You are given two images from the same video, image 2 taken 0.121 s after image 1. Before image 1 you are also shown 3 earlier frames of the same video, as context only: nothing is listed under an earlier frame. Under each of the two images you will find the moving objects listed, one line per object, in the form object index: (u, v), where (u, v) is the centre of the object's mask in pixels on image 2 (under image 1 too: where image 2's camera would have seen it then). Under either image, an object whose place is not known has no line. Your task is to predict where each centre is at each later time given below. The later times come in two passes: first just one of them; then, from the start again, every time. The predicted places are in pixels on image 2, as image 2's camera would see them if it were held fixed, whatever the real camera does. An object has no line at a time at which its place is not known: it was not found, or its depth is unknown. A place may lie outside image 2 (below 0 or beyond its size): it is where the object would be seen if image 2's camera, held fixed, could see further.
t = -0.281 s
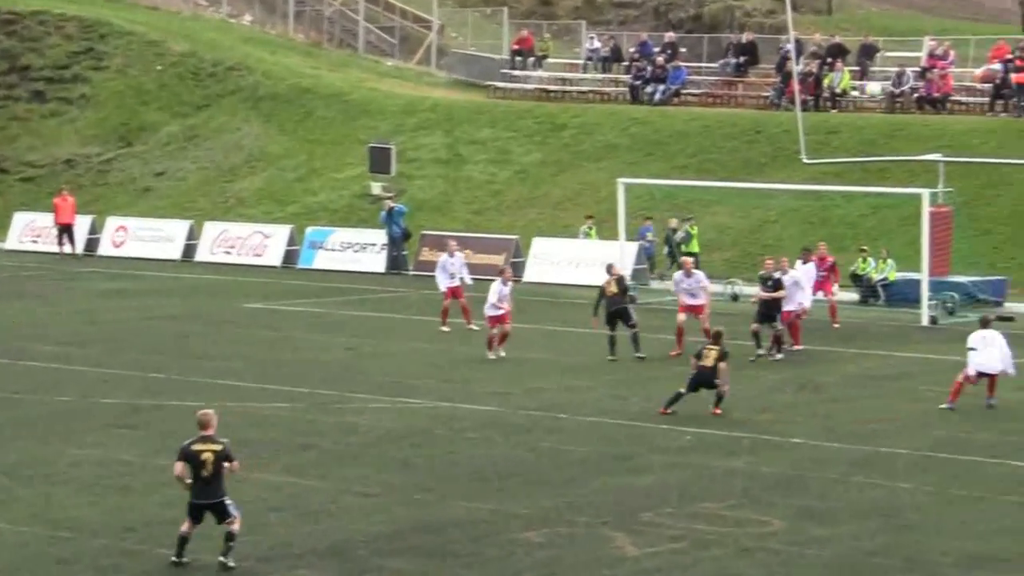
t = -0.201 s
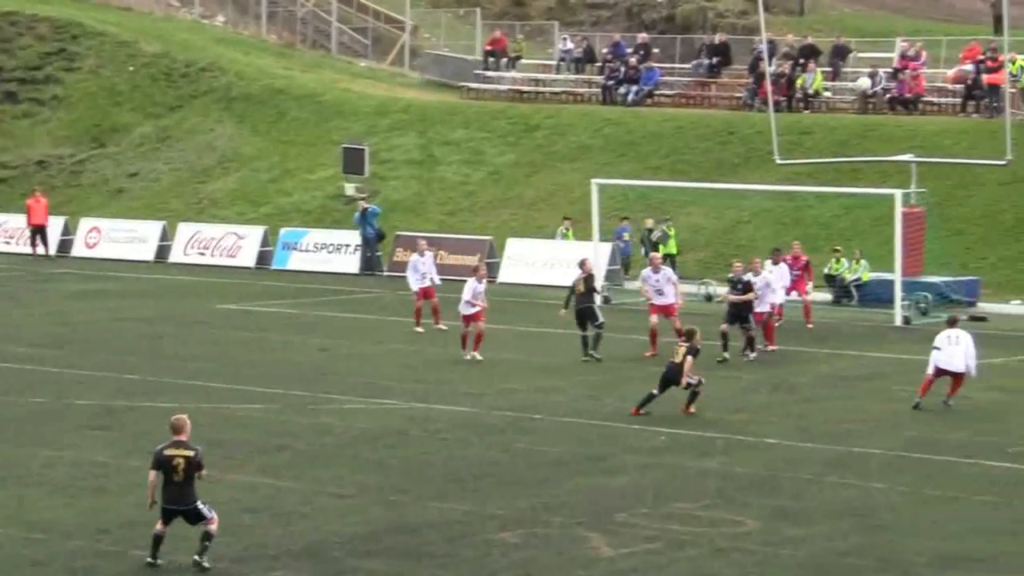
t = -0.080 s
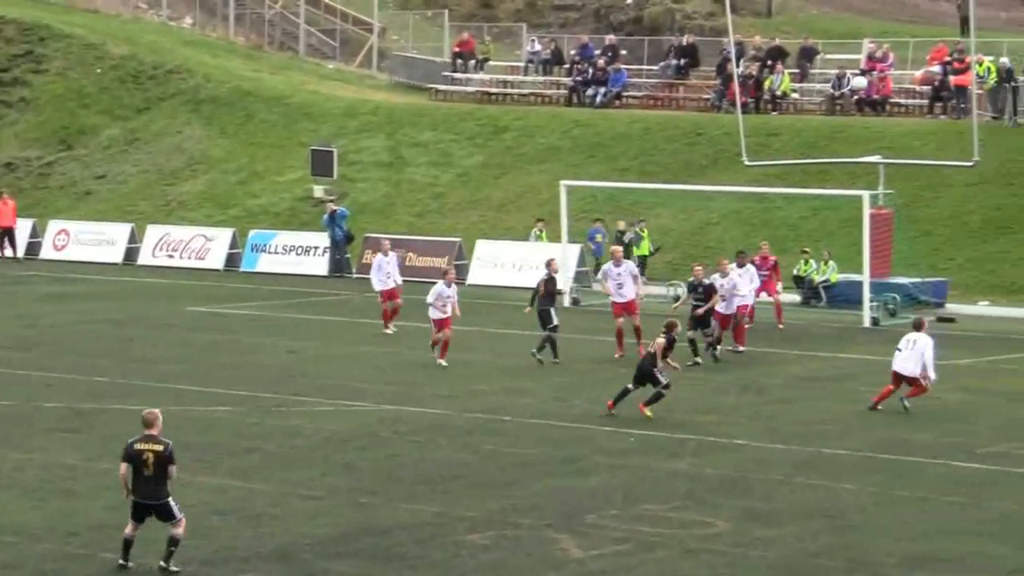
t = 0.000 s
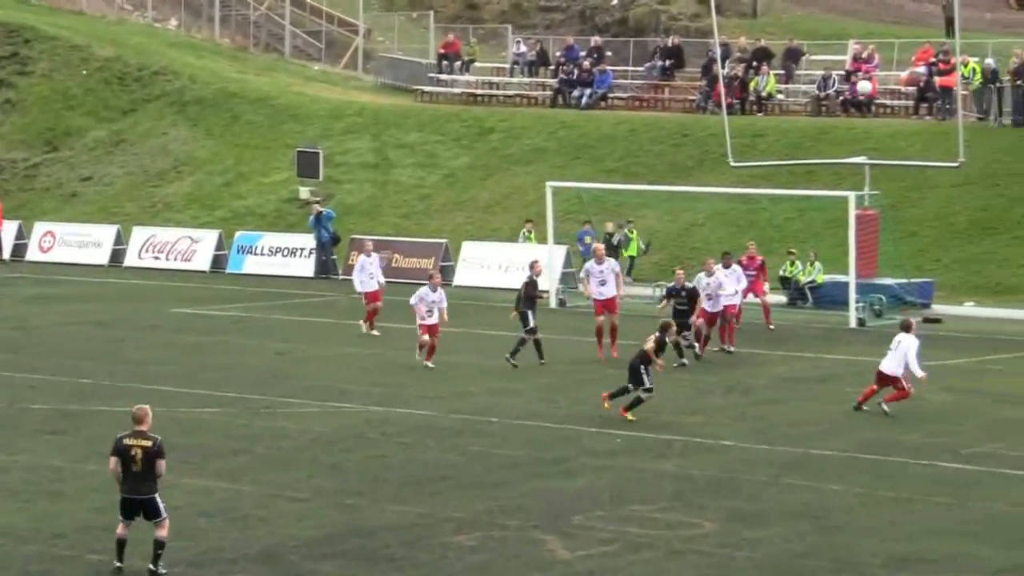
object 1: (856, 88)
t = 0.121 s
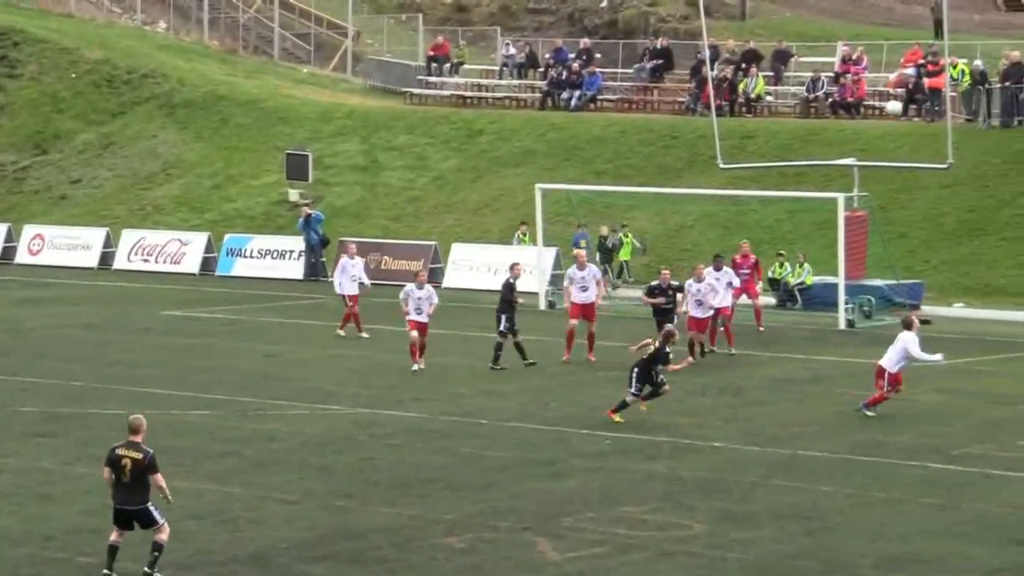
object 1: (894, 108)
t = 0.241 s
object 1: (920, 130)
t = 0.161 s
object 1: (903, 114)
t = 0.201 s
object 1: (911, 121)
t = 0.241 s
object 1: (920, 130)
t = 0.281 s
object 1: (929, 139)
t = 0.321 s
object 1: (938, 150)
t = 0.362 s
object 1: (948, 160)
